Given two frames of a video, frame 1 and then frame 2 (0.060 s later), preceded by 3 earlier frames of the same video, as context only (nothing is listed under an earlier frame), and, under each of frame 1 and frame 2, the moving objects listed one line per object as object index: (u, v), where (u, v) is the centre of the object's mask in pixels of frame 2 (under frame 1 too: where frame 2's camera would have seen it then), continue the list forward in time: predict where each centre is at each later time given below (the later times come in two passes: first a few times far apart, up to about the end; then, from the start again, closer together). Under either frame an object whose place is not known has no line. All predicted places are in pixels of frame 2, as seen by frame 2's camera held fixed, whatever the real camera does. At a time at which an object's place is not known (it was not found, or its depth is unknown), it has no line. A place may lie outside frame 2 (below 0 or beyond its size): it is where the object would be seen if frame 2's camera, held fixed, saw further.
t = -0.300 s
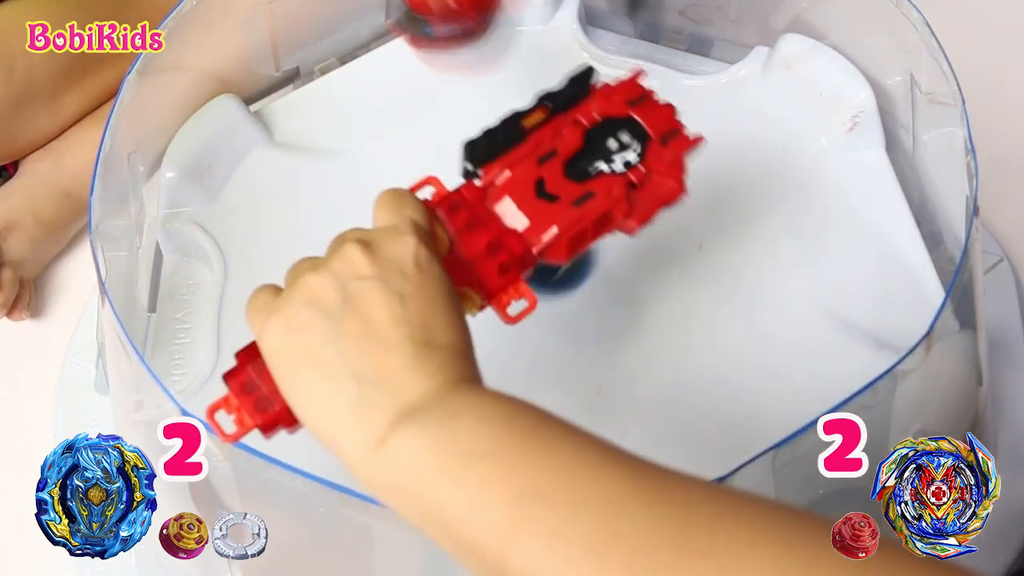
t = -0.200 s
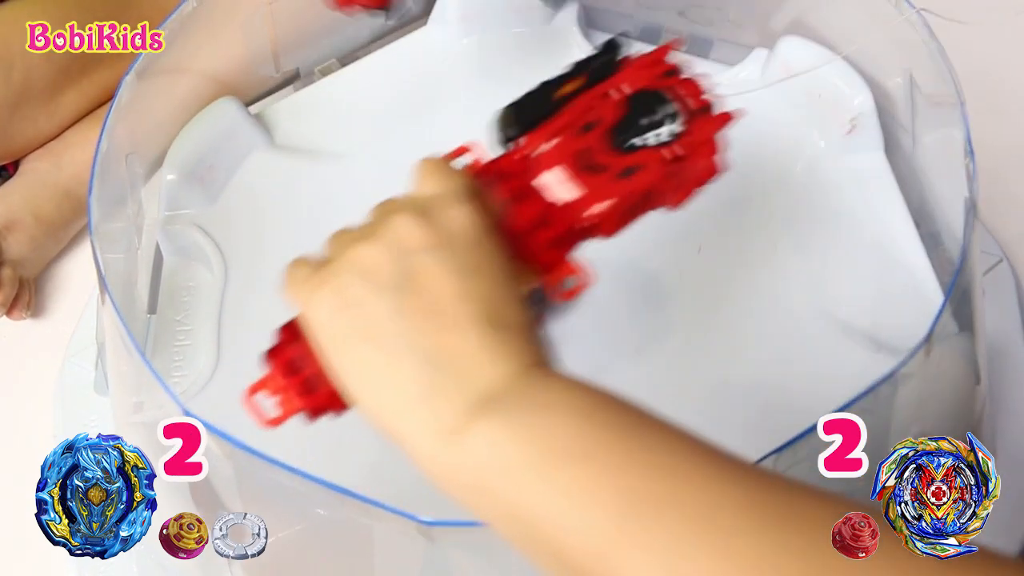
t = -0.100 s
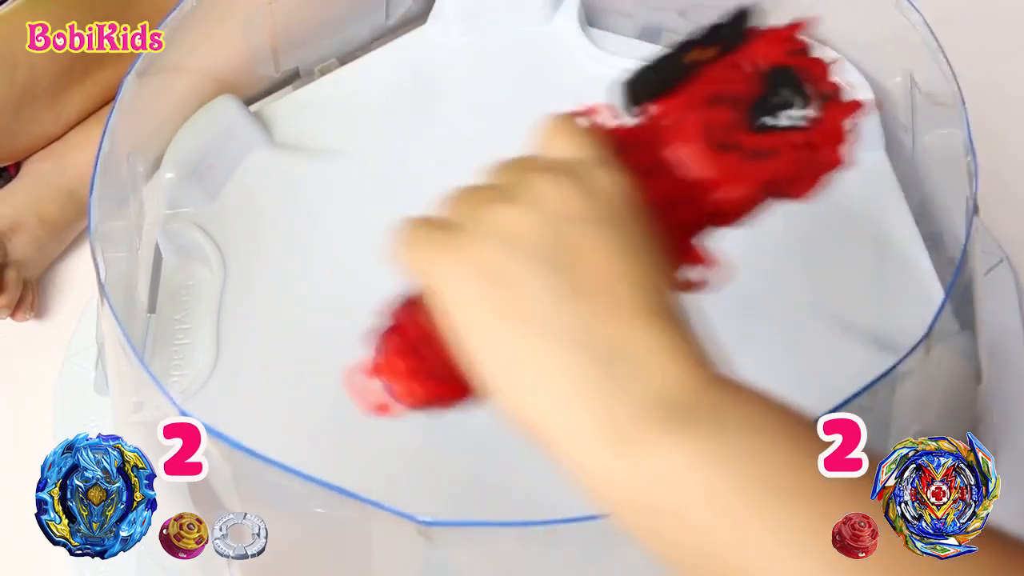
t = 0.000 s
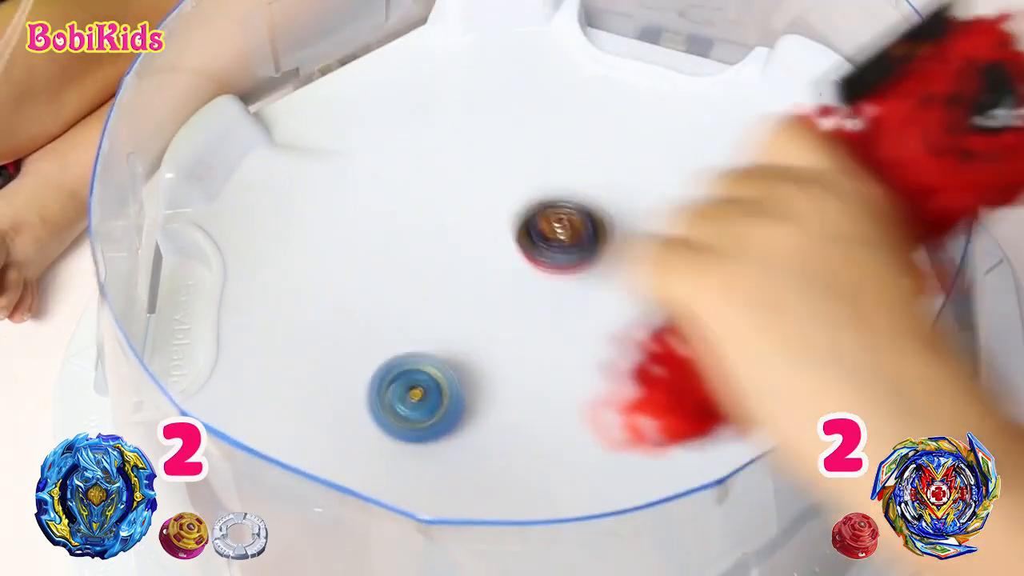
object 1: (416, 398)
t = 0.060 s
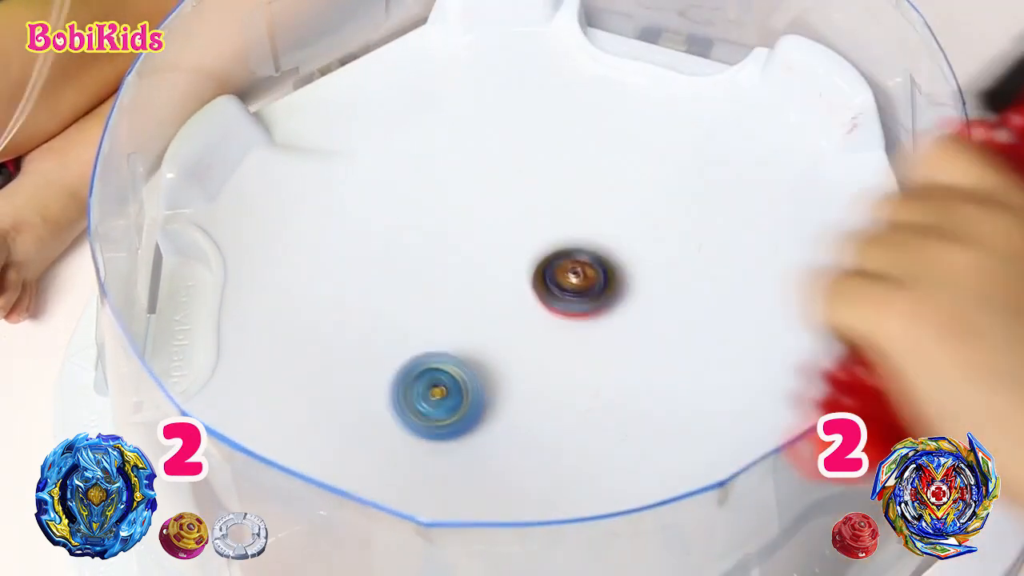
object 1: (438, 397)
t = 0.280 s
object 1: (581, 339)
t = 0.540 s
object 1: (643, 131)
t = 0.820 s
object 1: (541, 33)
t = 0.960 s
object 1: (491, 32)
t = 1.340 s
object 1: (411, 86)
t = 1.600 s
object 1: (430, 125)
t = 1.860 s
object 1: (444, 299)
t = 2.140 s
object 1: (771, 215)
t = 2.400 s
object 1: (587, 341)
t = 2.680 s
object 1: (509, 336)
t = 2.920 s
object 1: (494, 295)
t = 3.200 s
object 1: (543, 268)
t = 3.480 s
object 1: (566, 301)
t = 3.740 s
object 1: (529, 323)
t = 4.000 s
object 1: (507, 292)
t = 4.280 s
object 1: (538, 282)
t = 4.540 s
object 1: (559, 311)
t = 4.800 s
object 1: (518, 316)
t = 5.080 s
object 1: (517, 288)
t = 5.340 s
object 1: (556, 298)
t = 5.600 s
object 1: (531, 315)
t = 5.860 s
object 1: (515, 288)
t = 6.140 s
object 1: (542, 297)
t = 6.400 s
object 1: (526, 308)
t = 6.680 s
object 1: (523, 290)
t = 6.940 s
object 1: (538, 300)
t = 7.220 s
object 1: (520, 294)
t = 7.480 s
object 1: (539, 294)
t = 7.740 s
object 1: (533, 299)
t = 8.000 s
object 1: (529, 295)
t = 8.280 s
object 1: (537, 298)
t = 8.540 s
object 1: (530, 295)
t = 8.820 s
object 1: (532, 295)
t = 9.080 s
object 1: (536, 294)
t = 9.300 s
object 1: (536, 294)
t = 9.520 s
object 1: (529, 304)
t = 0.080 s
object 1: (451, 389)
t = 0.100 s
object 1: (466, 382)
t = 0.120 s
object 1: (480, 377)
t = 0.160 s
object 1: (517, 357)
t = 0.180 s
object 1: (530, 353)
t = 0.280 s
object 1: (581, 339)
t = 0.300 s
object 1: (591, 330)
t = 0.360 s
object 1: (625, 295)
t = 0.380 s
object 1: (634, 280)
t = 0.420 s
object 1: (648, 246)
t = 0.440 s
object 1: (652, 226)
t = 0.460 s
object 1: (654, 207)
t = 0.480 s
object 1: (654, 188)
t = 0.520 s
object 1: (648, 150)
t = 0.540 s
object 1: (643, 131)
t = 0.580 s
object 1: (629, 100)
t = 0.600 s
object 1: (622, 89)
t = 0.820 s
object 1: (541, 33)
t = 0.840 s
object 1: (534, 31)
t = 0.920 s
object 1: (506, 30)
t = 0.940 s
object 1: (499, 31)
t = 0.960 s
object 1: (491, 32)
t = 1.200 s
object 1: (405, 74)
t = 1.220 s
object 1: (403, 75)
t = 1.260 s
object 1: (403, 79)
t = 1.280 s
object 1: (405, 81)
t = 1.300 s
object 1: (406, 82)
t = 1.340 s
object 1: (411, 86)
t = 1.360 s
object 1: (413, 88)
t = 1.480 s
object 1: (431, 97)
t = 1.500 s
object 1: (433, 98)
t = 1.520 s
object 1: (433, 101)
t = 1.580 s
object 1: (430, 116)
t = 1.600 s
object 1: (430, 125)
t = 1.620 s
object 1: (427, 132)
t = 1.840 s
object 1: (420, 240)
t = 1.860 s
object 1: (444, 299)
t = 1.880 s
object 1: (489, 348)
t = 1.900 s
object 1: (559, 382)
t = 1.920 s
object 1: (656, 385)
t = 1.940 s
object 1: (752, 352)
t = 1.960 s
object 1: (801, 315)
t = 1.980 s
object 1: (821, 283)
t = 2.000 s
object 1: (854, 266)
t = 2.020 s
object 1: (895, 243)
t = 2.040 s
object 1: (859, 230)
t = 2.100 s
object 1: (805, 212)
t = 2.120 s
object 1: (793, 212)
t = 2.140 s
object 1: (771, 215)
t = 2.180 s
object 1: (679, 224)
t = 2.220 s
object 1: (562, 252)
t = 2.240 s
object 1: (521, 281)
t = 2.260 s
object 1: (496, 314)
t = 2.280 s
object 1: (493, 334)
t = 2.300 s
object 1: (508, 352)
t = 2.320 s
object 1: (528, 365)
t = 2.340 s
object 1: (553, 367)
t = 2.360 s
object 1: (572, 363)
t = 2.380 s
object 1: (586, 352)
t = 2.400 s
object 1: (587, 341)
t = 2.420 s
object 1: (576, 335)
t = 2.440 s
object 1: (559, 335)
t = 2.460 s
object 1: (536, 342)
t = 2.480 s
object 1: (524, 357)
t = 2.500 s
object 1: (524, 366)
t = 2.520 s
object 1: (533, 365)
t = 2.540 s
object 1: (545, 358)
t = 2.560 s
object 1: (545, 349)
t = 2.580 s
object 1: (527, 339)
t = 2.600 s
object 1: (508, 335)
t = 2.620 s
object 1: (493, 342)
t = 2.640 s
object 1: (493, 350)
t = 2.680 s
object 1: (509, 336)
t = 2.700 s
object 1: (509, 327)
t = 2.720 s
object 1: (498, 319)
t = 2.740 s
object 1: (489, 318)
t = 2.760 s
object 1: (484, 320)
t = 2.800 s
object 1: (490, 316)
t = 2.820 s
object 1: (495, 310)
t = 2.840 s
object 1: (496, 305)
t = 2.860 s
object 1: (494, 303)
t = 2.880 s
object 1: (494, 300)
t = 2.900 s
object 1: (494, 297)
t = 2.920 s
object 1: (494, 295)
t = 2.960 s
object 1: (492, 284)
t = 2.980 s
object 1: (494, 276)
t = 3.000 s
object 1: (505, 267)
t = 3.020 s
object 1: (510, 272)
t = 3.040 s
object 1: (506, 282)
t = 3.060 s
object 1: (507, 283)
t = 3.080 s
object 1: (524, 277)
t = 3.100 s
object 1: (530, 266)
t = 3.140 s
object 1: (518, 272)
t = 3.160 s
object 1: (513, 271)
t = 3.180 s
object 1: (522, 266)
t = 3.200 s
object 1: (543, 268)
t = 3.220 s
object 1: (553, 276)
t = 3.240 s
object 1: (553, 281)
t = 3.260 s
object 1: (547, 280)
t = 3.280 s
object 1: (545, 273)
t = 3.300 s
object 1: (550, 271)
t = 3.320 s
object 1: (557, 275)
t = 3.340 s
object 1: (563, 282)
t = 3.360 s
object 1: (564, 289)
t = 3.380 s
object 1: (563, 294)
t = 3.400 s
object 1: (562, 295)
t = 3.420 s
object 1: (561, 296)
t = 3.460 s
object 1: (565, 299)
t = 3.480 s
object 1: (566, 301)
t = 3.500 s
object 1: (565, 305)
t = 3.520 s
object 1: (561, 309)
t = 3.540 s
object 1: (558, 313)
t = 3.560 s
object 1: (556, 317)
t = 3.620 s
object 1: (548, 323)
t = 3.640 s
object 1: (544, 323)
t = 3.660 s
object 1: (540, 323)
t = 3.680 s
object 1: (537, 322)
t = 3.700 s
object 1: (534, 323)
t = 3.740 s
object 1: (529, 323)
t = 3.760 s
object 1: (526, 323)
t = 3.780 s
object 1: (522, 322)
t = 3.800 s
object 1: (519, 320)
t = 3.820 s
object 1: (515, 317)
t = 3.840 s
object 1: (513, 314)
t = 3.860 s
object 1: (510, 311)
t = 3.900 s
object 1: (507, 304)
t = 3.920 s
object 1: (507, 301)
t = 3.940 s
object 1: (506, 299)
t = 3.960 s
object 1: (505, 297)
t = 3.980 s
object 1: (505, 295)
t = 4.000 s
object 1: (507, 292)
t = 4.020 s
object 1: (510, 290)
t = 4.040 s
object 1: (512, 287)
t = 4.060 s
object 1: (512, 286)
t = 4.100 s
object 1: (514, 282)
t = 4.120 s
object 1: (515, 282)
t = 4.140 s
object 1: (517, 280)
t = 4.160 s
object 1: (520, 280)
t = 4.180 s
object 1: (523, 279)
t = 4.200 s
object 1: (526, 278)
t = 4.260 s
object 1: (536, 280)
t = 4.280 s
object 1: (538, 282)
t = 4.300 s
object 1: (540, 285)
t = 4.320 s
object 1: (542, 287)
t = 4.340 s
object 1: (546, 288)
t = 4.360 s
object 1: (549, 289)
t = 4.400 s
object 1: (555, 294)
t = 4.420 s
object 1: (558, 296)
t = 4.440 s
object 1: (560, 299)
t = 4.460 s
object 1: (561, 302)
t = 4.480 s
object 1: (562, 305)
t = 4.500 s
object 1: (562, 307)
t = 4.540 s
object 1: (559, 311)
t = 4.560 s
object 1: (557, 313)
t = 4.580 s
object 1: (554, 315)
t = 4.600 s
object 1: (549, 316)
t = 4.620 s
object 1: (544, 319)
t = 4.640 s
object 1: (541, 320)
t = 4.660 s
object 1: (539, 322)
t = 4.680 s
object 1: (536, 324)
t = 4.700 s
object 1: (534, 325)
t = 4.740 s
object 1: (529, 321)
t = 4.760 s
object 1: (525, 319)
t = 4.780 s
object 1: (521, 317)
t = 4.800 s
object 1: (518, 316)
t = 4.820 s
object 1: (517, 315)
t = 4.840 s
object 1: (518, 312)
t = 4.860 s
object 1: (519, 309)
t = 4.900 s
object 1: (518, 303)
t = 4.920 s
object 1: (517, 300)
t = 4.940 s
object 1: (517, 297)
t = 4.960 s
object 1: (517, 295)
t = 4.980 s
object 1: (516, 293)
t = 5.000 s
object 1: (514, 291)
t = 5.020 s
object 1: (516, 289)
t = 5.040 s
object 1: (516, 289)
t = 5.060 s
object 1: (516, 289)
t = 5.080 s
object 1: (517, 288)
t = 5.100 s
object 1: (519, 286)
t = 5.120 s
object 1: (523, 285)
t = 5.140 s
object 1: (526, 284)
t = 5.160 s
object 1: (529, 284)
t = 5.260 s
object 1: (544, 293)
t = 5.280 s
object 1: (546, 294)
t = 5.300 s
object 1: (550, 294)
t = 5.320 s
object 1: (554, 295)
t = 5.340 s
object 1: (556, 298)
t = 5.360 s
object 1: (558, 301)
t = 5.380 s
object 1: (558, 304)
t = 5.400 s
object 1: (557, 306)
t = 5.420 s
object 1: (556, 308)
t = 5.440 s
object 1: (554, 309)
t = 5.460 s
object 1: (552, 309)
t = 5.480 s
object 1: (550, 310)
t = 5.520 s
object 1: (545, 313)
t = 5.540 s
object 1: (542, 315)
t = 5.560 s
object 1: (539, 316)
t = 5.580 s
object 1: (535, 316)
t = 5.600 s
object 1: (531, 315)
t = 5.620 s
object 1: (529, 314)
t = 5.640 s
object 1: (526, 313)
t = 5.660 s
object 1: (524, 311)
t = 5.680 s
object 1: (523, 311)
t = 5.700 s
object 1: (522, 311)
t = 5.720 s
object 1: (520, 309)
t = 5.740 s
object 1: (519, 304)
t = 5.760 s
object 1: (519, 300)
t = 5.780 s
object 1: (518, 296)
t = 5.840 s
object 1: (515, 289)
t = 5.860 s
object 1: (515, 288)
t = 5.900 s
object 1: (517, 288)
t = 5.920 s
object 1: (520, 288)
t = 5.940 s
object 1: (523, 288)
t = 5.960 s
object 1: (526, 288)
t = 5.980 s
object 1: (529, 289)
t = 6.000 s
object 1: (532, 289)
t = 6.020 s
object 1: (536, 292)
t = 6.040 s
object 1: (539, 294)
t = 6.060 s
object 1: (541, 294)
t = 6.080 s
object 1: (542, 295)
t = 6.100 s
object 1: (542, 295)
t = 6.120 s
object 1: (542, 296)
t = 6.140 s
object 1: (542, 297)
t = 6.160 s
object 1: (542, 298)
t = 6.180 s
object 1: (542, 299)
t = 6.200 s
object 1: (541, 300)
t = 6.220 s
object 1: (541, 301)
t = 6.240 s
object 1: (541, 303)
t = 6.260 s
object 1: (540, 304)
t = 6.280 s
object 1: (537, 306)
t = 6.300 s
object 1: (535, 308)
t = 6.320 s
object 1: (532, 310)
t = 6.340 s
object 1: (531, 310)
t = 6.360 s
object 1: (529, 310)
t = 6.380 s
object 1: (528, 309)
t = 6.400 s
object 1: (526, 308)
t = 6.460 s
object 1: (523, 302)
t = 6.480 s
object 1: (523, 300)
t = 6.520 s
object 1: (522, 297)
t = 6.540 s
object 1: (523, 295)
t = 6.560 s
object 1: (522, 293)
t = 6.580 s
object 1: (521, 292)
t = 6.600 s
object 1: (521, 289)
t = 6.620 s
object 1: (521, 289)
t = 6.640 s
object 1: (521, 289)
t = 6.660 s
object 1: (522, 289)
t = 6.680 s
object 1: (523, 290)
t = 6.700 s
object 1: (526, 291)
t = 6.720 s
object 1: (528, 293)
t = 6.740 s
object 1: (532, 294)
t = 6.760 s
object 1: (535, 296)
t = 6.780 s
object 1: (538, 297)
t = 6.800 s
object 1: (540, 297)
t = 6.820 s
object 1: (542, 296)
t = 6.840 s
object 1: (542, 295)
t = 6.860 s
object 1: (541, 295)
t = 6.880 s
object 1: (538, 296)
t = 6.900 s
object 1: (537, 297)
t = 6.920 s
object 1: (537, 299)
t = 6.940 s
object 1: (538, 300)
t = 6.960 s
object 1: (538, 301)
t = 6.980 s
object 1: (537, 301)
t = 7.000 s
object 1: (537, 301)
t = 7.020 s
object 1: (535, 300)
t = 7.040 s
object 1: (534, 300)
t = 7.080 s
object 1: (530, 299)
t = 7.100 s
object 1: (530, 298)
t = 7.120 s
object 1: (527, 298)
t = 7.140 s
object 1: (525, 297)
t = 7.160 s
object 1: (523, 297)
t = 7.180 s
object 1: (521, 296)
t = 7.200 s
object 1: (521, 295)
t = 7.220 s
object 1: (520, 294)
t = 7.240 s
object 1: (520, 293)
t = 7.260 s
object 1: (520, 293)
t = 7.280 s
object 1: (521, 292)
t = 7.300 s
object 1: (521, 292)
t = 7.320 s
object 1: (521, 292)
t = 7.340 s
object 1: (524, 292)
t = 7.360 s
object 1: (526, 293)
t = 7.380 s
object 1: (528, 294)
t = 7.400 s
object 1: (532, 294)
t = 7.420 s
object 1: (536, 295)
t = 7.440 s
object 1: (538, 295)
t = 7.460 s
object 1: (539, 295)
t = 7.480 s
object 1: (539, 294)
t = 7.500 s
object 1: (539, 294)
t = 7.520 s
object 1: (538, 294)
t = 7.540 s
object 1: (538, 296)
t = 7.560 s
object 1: (538, 298)
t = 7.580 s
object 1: (539, 298)
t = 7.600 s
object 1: (539, 297)
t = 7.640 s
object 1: (538, 297)
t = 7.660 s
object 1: (536, 299)
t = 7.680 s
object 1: (534, 299)
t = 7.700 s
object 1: (534, 300)
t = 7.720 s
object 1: (534, 300)
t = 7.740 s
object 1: (533, 299)
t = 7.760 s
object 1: (533, 298)
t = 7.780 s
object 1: (532, 297)
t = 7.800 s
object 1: (531, 297)
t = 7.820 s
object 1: (530, 297)
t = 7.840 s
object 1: (529, 296)
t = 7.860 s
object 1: (528, 295)
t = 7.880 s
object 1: (526, 294)
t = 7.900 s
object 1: (526, 293)
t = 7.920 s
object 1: (525, 293)
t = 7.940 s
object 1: (525, 293)
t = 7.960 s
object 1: (525, 293)
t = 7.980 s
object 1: (527, 294)
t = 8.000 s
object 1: (529, 295)
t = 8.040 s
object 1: (536, 296)
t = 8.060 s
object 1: (538, 296)
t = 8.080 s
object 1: (539, 295)
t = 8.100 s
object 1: (540, 294)
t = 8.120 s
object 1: (539, 294)
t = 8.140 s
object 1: (538, 294)
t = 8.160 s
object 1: (537, 295)
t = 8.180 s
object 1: (537, 297)
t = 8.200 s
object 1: (537, 299)
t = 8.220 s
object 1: (539, 299)
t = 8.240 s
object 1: (539, 298)
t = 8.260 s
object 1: (539, 298)
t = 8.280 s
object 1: (537, 298)
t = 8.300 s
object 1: (535, 298)
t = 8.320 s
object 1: (535, 298)
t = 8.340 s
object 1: (533, 298)
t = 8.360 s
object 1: (532, 298)
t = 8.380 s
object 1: (532, 298)
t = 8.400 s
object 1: (531, 297)
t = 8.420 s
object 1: (531, 297)
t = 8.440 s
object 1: (530, 296)
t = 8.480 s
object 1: (530, 296)
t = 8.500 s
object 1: (529, 295)
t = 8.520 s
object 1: (529, 294)
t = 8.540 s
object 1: (530, 295)
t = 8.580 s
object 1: (529, 294)
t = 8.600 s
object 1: (529, 295)
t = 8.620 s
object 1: (530, 294)
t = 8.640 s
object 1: (530, 294)
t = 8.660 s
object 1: (530, 294)
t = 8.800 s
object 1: (532, 295)
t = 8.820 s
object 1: (532, 295)
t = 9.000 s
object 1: (536, 294)
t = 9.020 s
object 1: (537, 295)
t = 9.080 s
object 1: (536, 294)
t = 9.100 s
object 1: (537, 294)
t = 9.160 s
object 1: (537, 294)
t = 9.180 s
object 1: (537, 293)
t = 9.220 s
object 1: (537, 293)
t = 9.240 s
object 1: (537, 294)
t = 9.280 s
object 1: (536, 294)
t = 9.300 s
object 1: (536, 294)
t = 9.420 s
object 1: (536, 296)
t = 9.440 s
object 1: (533, 298)
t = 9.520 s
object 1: (529, 304)
